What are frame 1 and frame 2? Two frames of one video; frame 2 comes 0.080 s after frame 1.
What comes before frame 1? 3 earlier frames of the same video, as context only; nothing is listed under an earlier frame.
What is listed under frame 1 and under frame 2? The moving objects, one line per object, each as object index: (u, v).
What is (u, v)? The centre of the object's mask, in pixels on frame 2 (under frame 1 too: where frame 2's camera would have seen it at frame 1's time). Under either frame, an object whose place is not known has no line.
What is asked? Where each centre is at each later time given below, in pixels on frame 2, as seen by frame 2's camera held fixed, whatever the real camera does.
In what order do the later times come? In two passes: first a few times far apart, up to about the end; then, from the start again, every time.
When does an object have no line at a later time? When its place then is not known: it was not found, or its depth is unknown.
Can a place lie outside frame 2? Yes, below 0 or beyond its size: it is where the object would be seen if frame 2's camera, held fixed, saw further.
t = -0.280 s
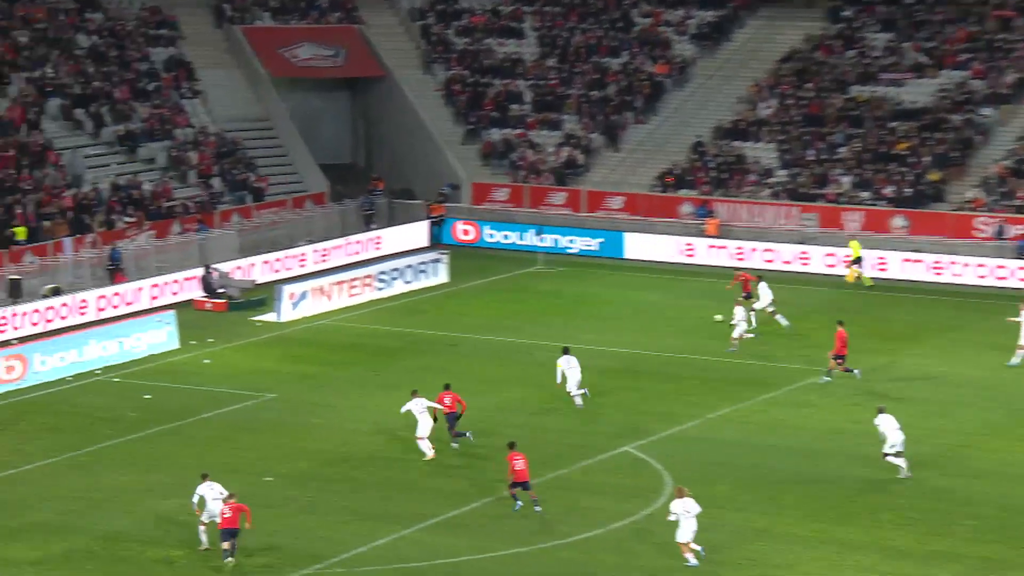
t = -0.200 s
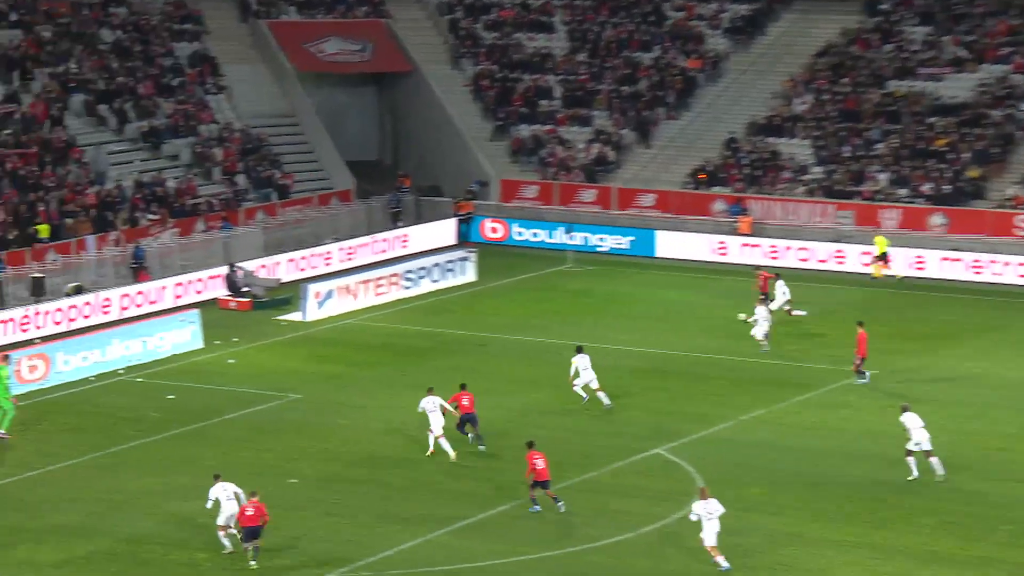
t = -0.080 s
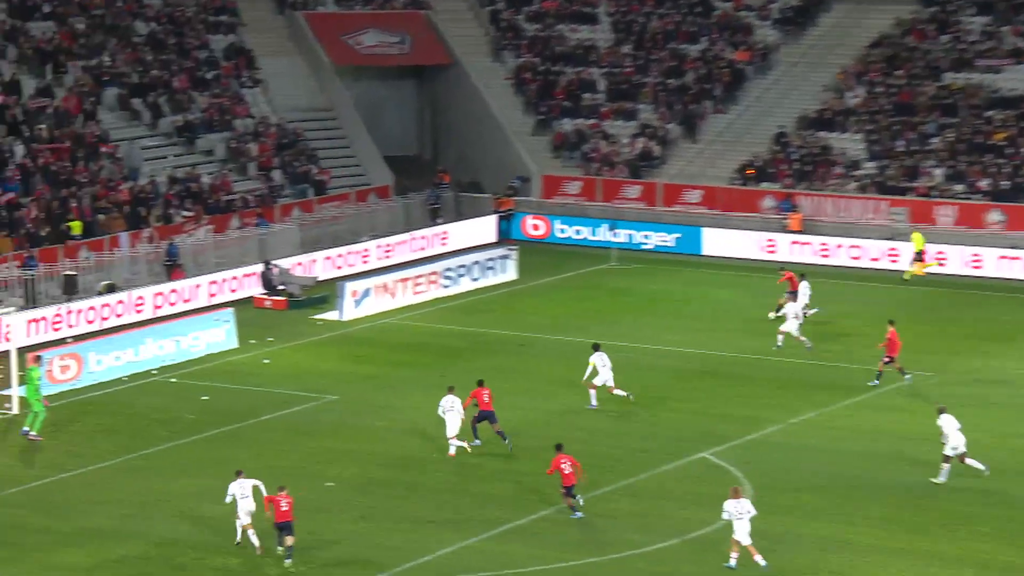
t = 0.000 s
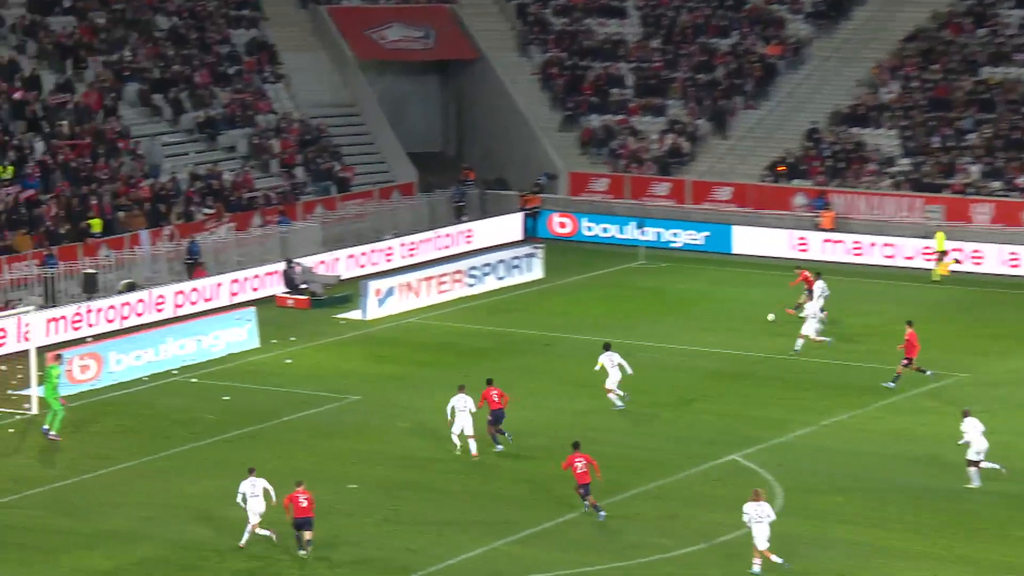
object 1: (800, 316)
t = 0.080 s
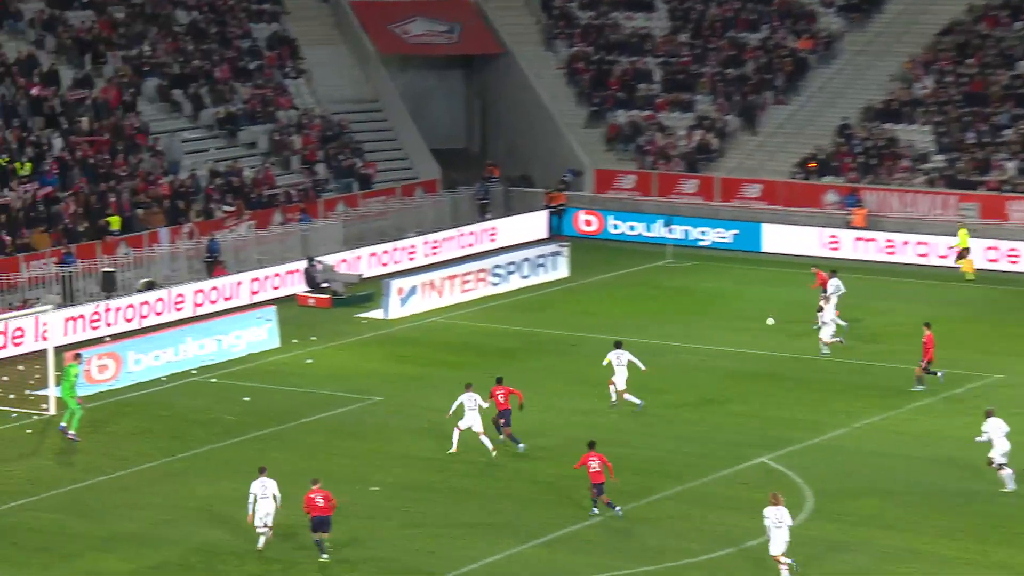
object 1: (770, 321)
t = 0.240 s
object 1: (715, 339)
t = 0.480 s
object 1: (647, 381)
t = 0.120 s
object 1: (756, 325)
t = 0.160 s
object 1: (742, 329)
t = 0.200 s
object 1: (728, 334)
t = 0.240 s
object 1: (715, 339)
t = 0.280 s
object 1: (702, 346)
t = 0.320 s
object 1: (690, 354)
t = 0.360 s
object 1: (678, 362)
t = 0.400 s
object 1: (667, 370)
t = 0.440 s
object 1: (656, 379)
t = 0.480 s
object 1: (647, 381)
